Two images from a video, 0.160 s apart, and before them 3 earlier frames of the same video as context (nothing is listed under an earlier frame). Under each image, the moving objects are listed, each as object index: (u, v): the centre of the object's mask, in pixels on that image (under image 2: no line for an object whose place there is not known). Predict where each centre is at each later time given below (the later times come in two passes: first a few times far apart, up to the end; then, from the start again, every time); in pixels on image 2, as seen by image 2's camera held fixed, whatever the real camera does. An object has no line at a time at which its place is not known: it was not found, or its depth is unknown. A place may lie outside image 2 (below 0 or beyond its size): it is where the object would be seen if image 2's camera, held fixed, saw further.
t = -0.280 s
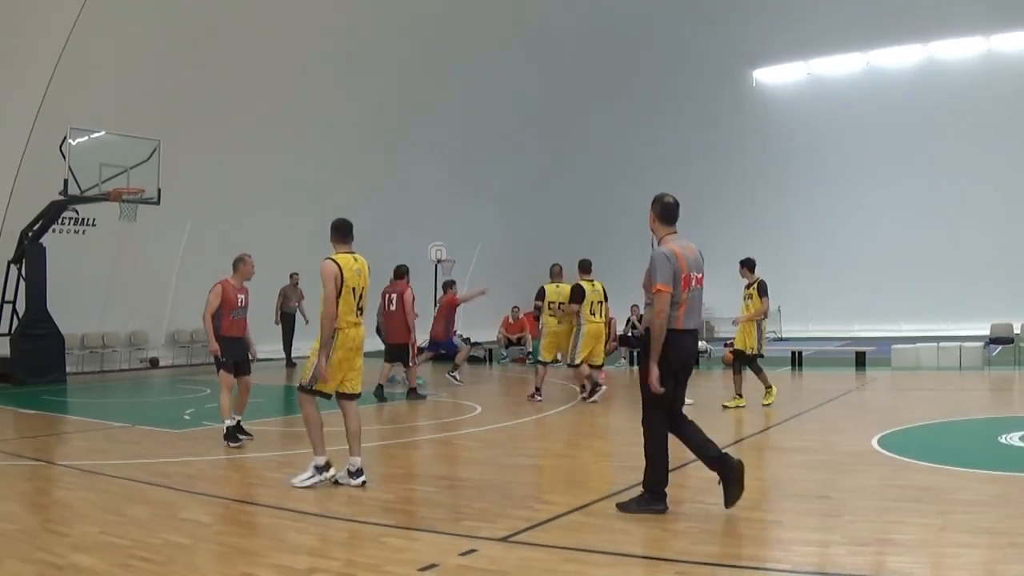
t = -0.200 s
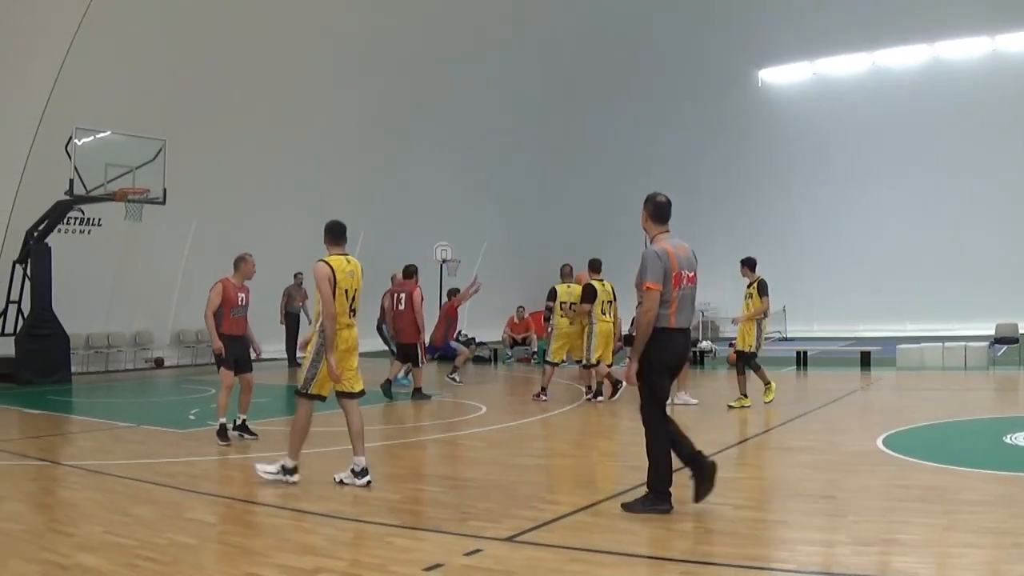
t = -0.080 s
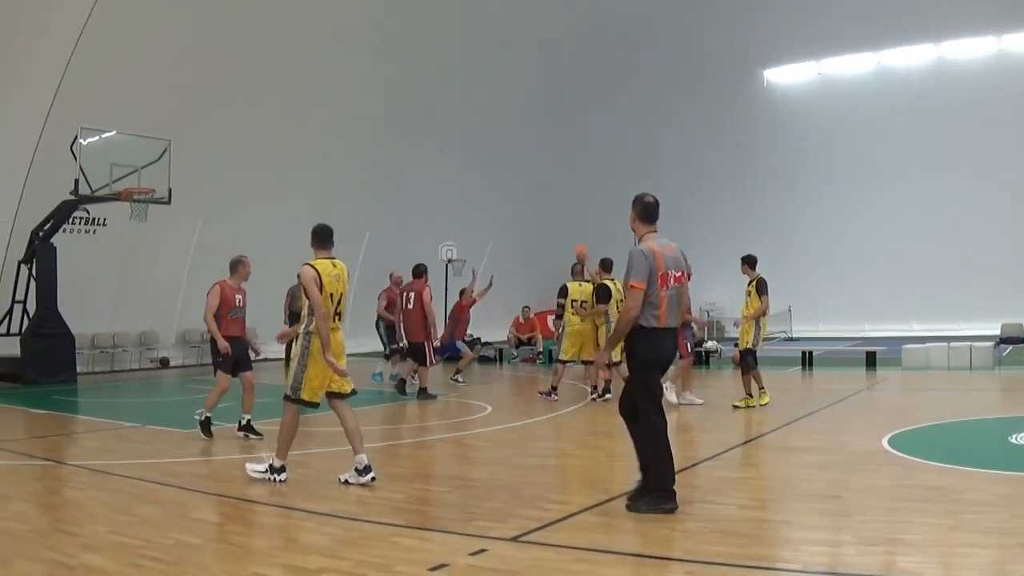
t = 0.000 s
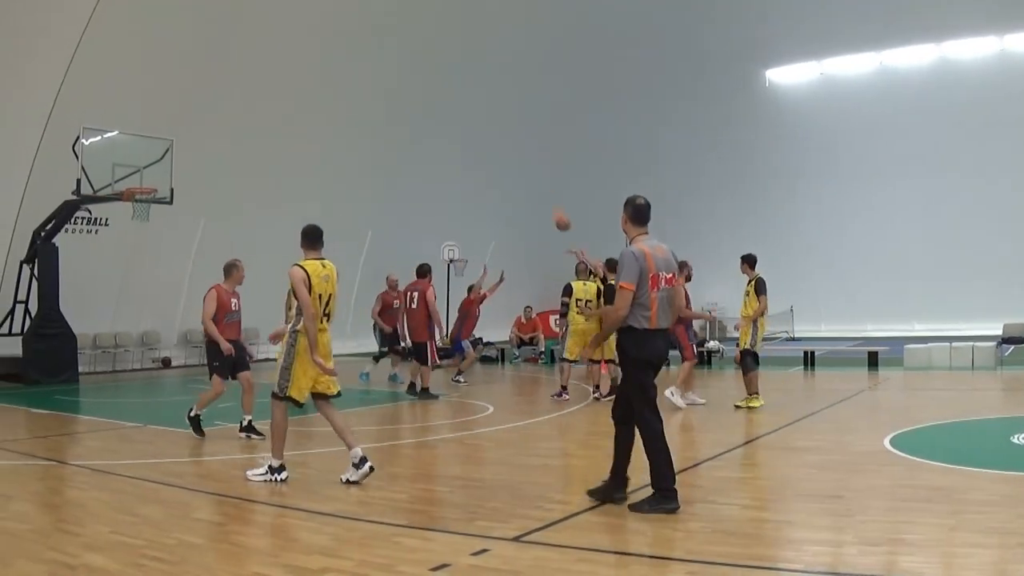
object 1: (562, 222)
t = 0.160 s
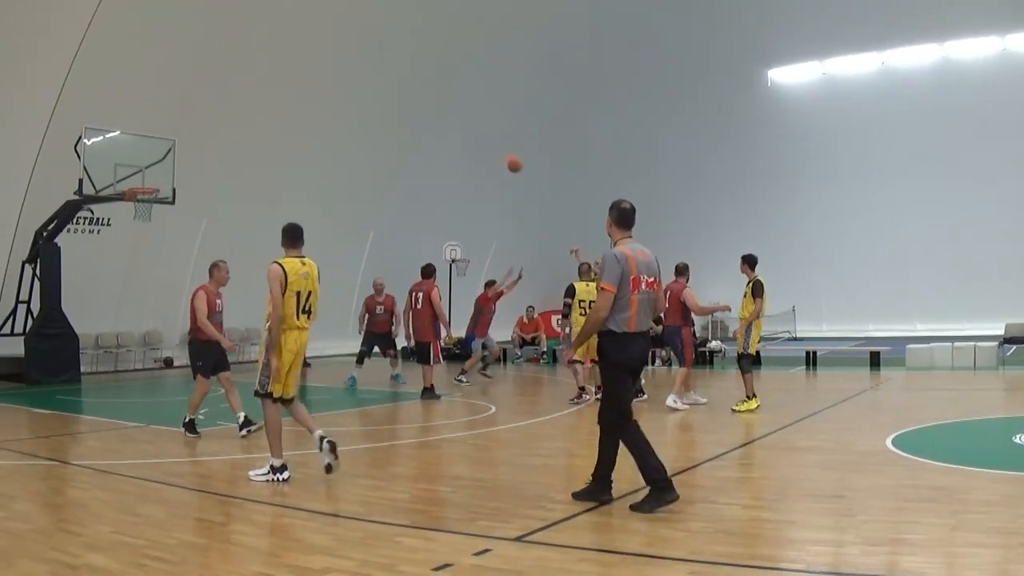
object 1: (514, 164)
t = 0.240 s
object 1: (489, 141)
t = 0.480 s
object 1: (414, 94)
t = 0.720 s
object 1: (345, 82)
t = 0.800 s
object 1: (323, 86)
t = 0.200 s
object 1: (501, 152)
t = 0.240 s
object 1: (489, 141)
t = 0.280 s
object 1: (476, 130)
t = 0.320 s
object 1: (463, 121)
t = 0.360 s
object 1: (451, 112)
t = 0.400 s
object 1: (439, 105)
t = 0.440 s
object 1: (426, 99)
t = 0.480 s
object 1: (414, 94)
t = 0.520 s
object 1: (402, 89)
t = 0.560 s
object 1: (391, 86)
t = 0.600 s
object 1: (379, 84)
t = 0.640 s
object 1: (367, 82)
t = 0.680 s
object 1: (356, 82)
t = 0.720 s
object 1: (345, 82)
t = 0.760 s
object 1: (334, 84)
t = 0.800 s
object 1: (323, 86)
